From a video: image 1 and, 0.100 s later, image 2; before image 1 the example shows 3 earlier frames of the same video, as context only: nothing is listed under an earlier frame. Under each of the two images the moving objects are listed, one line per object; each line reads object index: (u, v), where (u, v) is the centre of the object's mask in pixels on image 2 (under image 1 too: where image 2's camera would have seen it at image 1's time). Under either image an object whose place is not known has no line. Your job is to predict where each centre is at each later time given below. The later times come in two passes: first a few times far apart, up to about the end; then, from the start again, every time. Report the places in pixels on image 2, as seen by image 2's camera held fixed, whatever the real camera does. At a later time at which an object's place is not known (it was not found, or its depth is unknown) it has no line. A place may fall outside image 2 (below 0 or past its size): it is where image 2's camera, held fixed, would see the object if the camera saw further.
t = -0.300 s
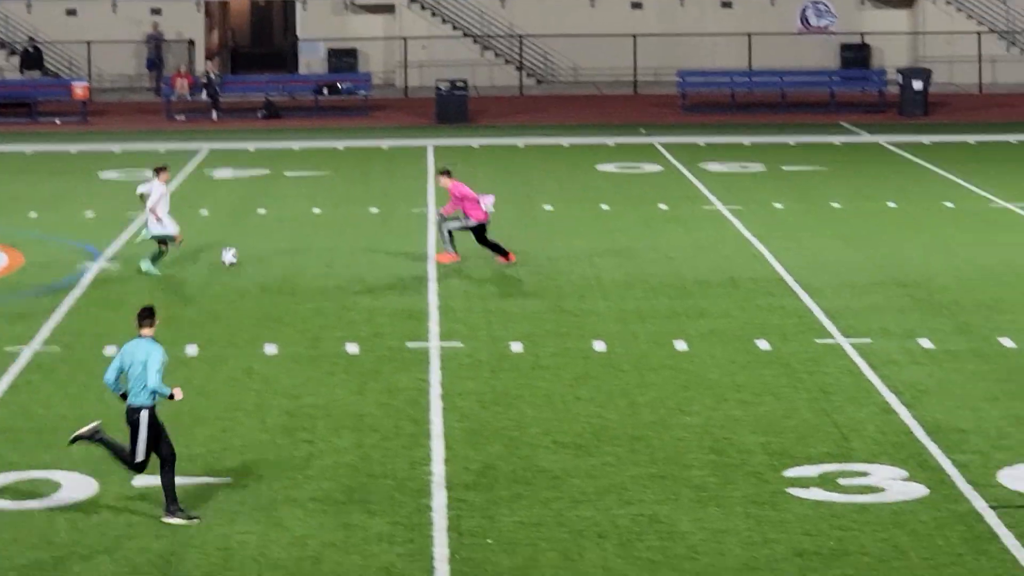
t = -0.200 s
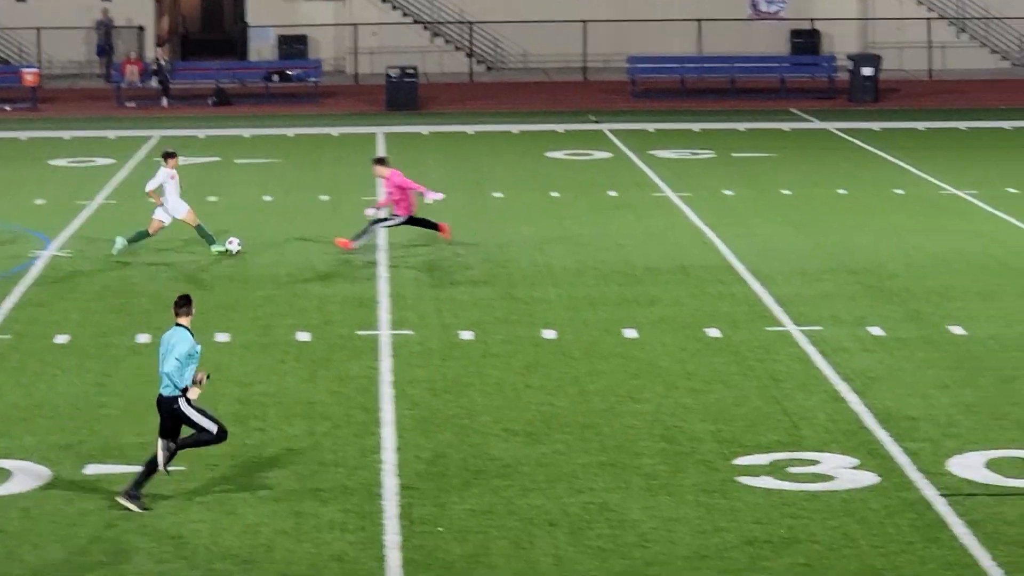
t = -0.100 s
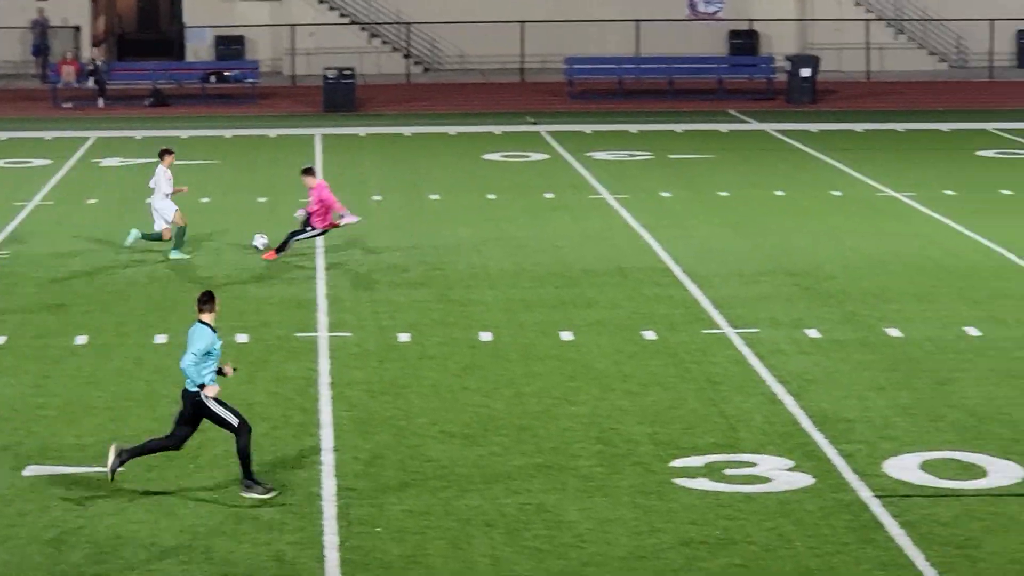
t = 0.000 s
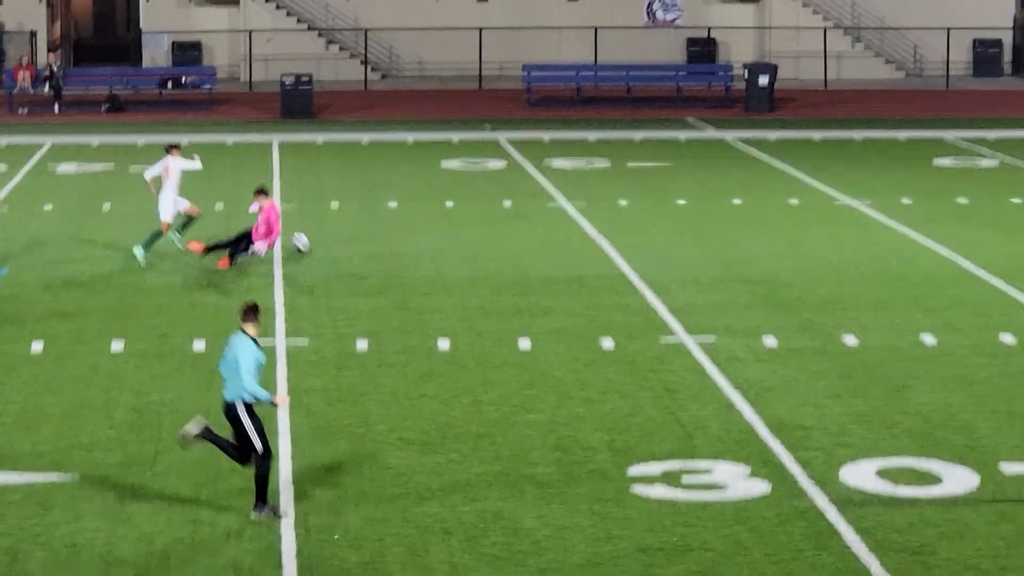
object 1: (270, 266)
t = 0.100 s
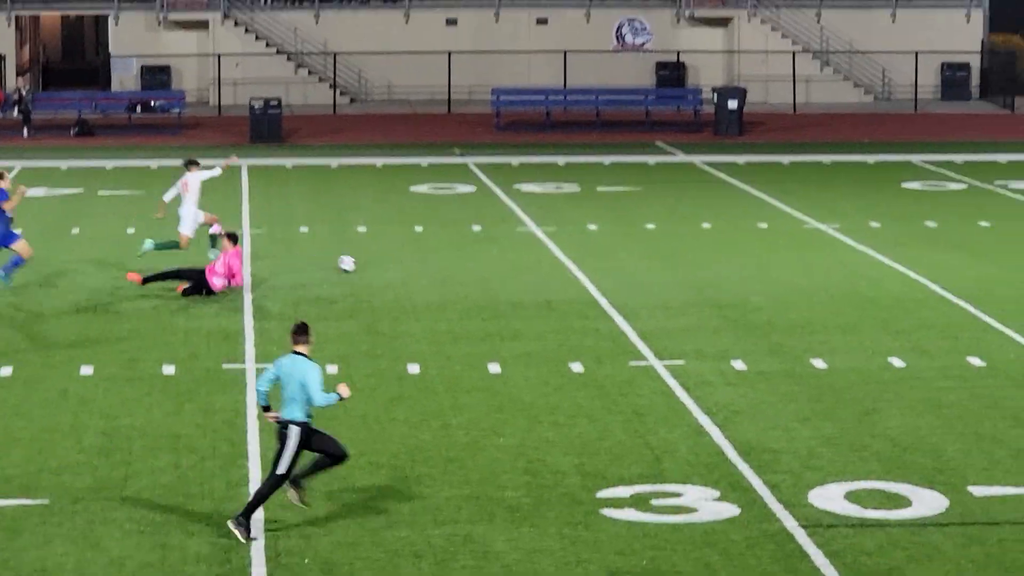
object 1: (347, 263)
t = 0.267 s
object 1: (461, 256)
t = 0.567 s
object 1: (632, 242)
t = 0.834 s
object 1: (755, 237)
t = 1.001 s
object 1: (822, 233)
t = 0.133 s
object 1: (371, 262)
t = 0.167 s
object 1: (394, 259)
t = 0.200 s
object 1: (417, 257)
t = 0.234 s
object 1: (439, 256)
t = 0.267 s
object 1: (461, 256)
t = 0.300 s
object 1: (482, 255)
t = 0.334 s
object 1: (502, 253)
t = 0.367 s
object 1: (522, 251)
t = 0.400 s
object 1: (541, 250)
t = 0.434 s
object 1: (561, 250)
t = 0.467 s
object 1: (579, 248)
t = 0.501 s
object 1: (596, 245)
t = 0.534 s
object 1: (614, 243)
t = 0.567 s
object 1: (632, 242)
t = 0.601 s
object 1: (649, 241)
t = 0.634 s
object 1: (665, 242)
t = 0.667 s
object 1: (681, 241)
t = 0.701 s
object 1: (696, 238)
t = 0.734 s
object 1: (711, 237)
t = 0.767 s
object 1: (726, 236)
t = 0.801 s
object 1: (741, 237)
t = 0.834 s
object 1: (755, 237)
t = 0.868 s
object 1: (769, 234)
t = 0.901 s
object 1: (782, 233)
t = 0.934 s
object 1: (795, 233)
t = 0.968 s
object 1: (809, 233)
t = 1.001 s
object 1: (822, 233)
